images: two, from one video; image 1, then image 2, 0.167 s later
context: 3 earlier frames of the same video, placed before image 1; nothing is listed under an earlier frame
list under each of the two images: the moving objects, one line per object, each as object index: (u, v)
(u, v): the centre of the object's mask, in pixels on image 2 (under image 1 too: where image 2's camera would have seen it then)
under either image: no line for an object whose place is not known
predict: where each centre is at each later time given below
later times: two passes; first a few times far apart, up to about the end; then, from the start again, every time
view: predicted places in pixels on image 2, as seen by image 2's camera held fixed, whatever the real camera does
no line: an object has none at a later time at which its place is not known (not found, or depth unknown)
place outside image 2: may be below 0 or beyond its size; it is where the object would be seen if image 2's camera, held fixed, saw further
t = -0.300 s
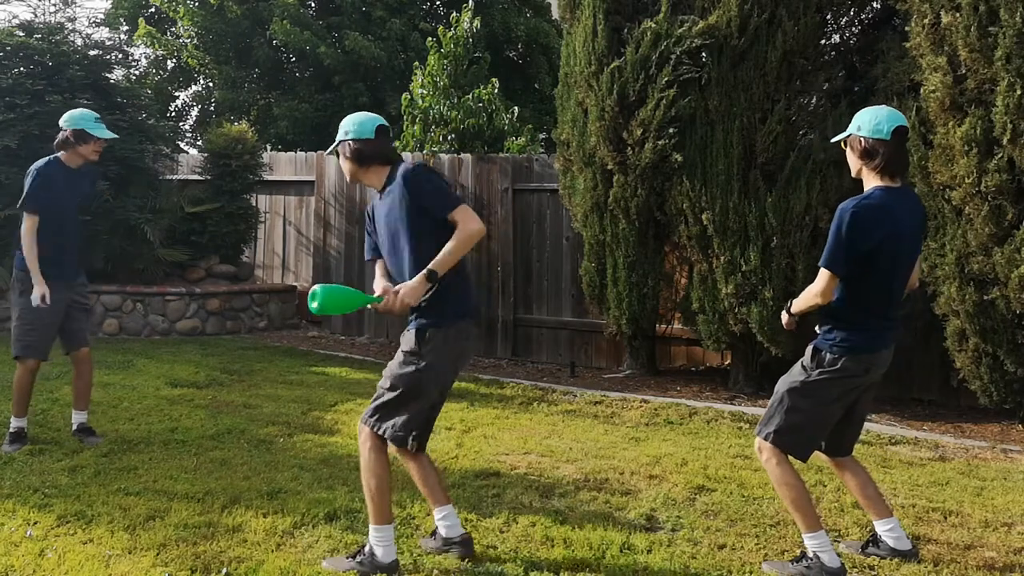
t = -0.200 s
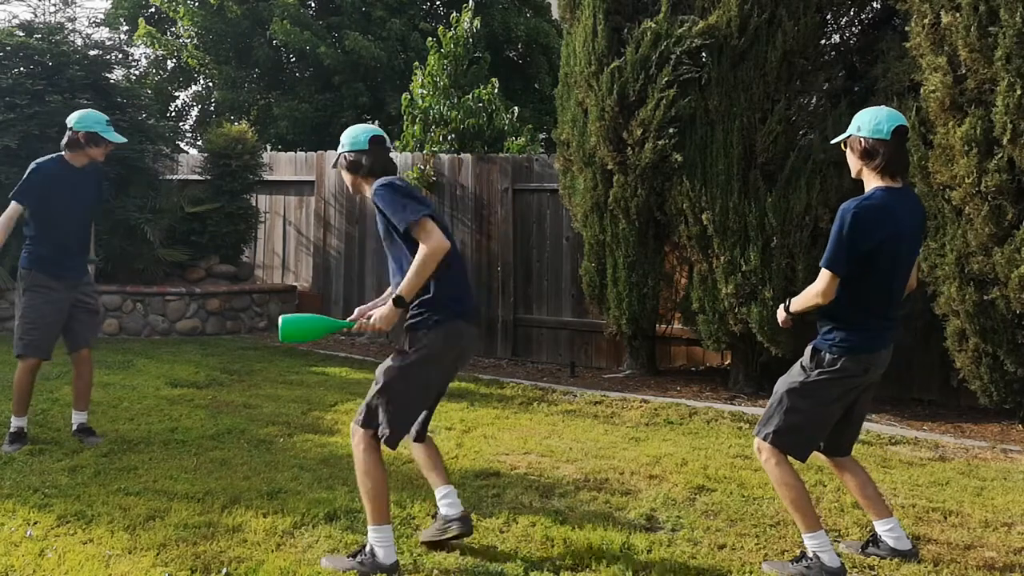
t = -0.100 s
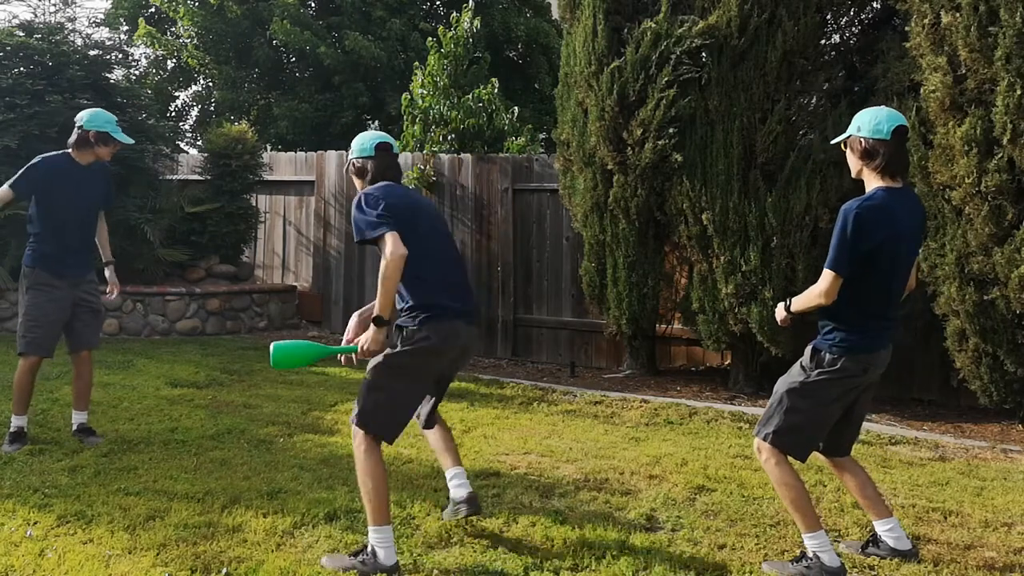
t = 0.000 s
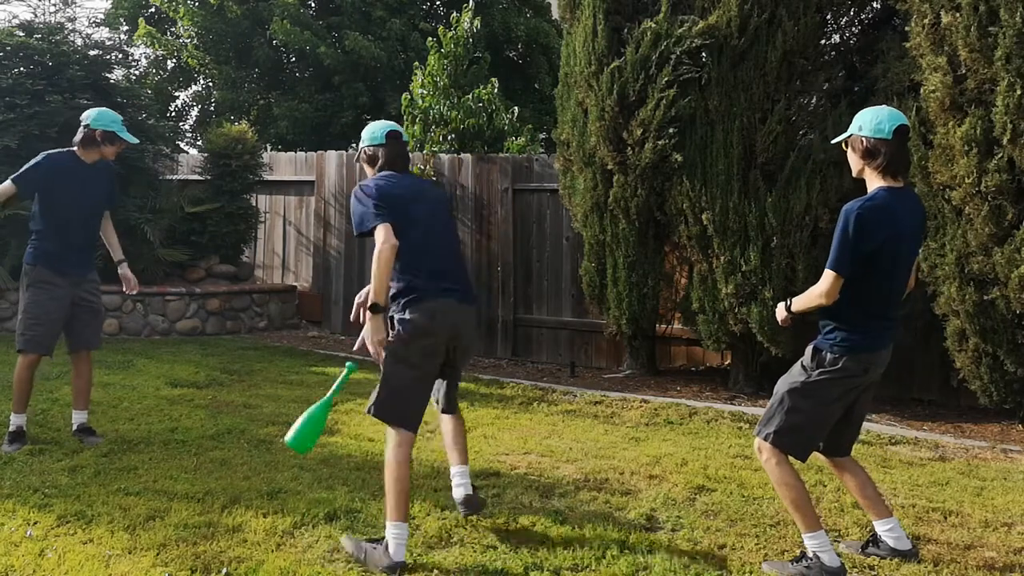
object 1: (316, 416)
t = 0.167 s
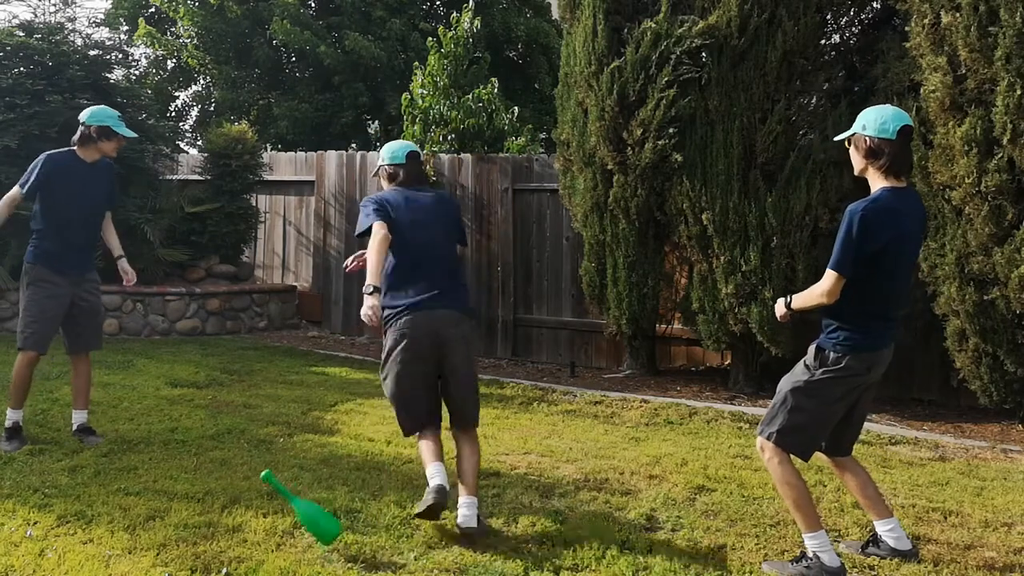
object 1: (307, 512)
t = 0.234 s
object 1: (283, 502)
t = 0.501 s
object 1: (241, 515)
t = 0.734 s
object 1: (239, 518)
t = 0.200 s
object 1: (296, 506)
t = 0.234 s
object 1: (283, 502)
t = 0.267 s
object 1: (272, 501)
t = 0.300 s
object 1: (262, 503)
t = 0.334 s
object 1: (252, 506)
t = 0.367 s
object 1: (247, 504)
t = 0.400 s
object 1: (246, 502)
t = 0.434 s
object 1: (244, 504)
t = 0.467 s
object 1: (243, 508)
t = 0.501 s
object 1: (241, 515)
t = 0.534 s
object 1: (240, 524)
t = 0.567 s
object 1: (240, 523)
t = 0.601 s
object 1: (239, 518)
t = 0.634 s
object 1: (238, 516)
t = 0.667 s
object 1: (238, 517)
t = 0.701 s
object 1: (238, 519)
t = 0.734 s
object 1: (239, 518)
